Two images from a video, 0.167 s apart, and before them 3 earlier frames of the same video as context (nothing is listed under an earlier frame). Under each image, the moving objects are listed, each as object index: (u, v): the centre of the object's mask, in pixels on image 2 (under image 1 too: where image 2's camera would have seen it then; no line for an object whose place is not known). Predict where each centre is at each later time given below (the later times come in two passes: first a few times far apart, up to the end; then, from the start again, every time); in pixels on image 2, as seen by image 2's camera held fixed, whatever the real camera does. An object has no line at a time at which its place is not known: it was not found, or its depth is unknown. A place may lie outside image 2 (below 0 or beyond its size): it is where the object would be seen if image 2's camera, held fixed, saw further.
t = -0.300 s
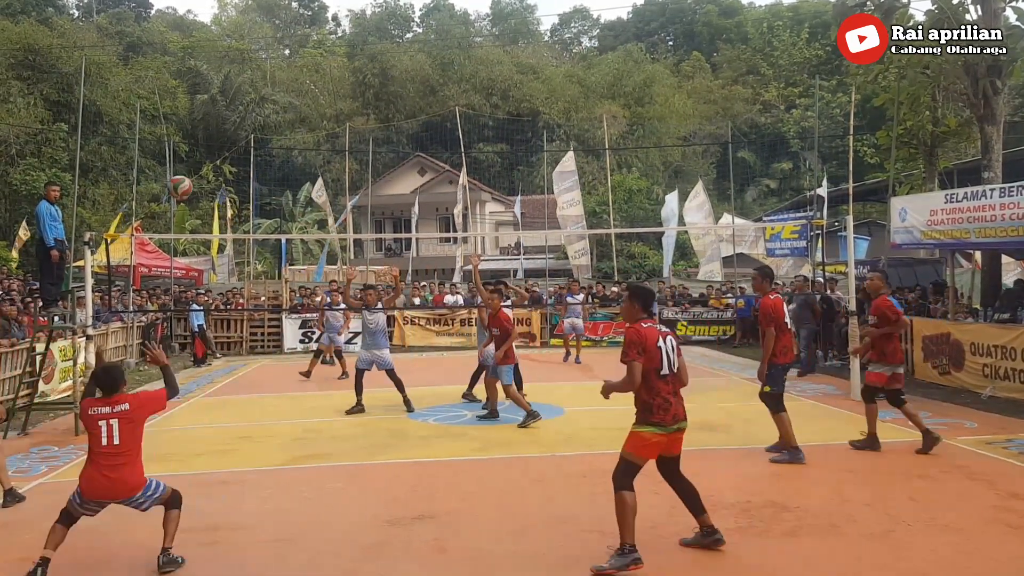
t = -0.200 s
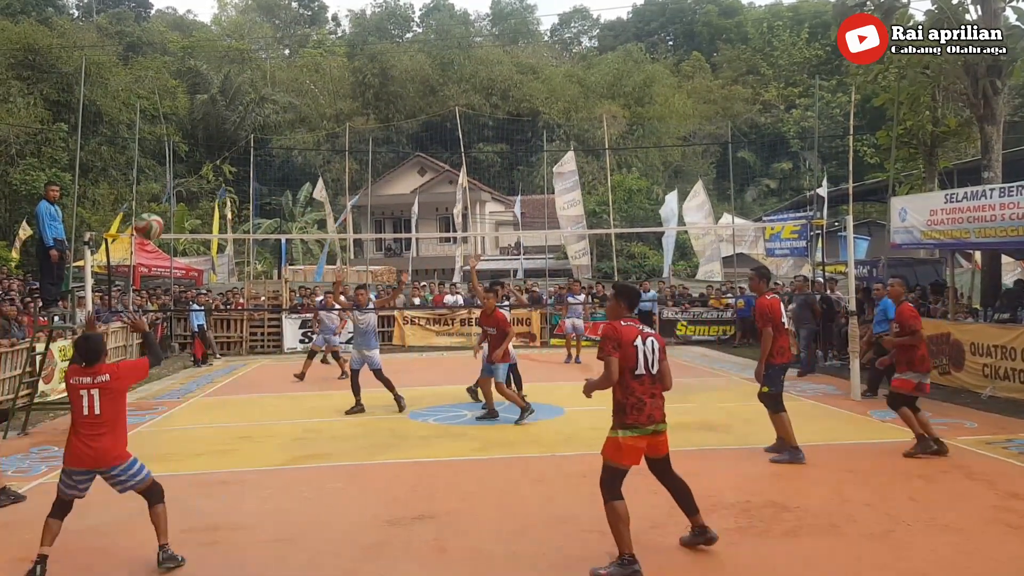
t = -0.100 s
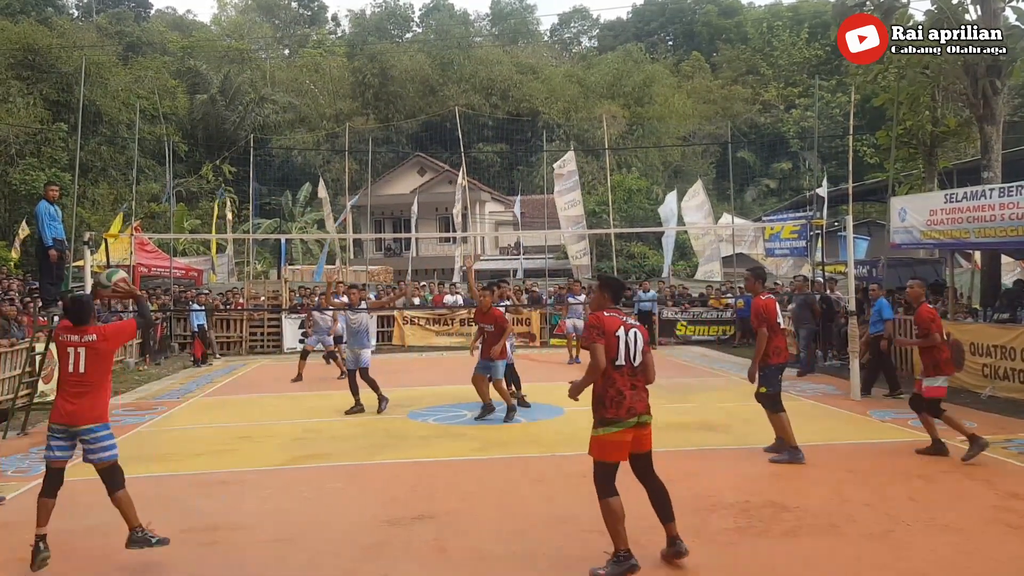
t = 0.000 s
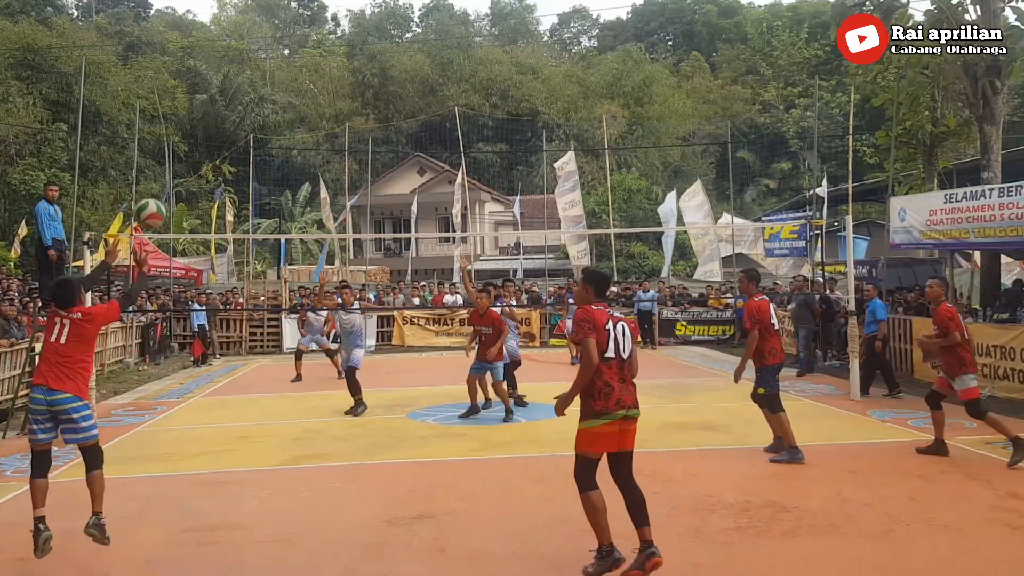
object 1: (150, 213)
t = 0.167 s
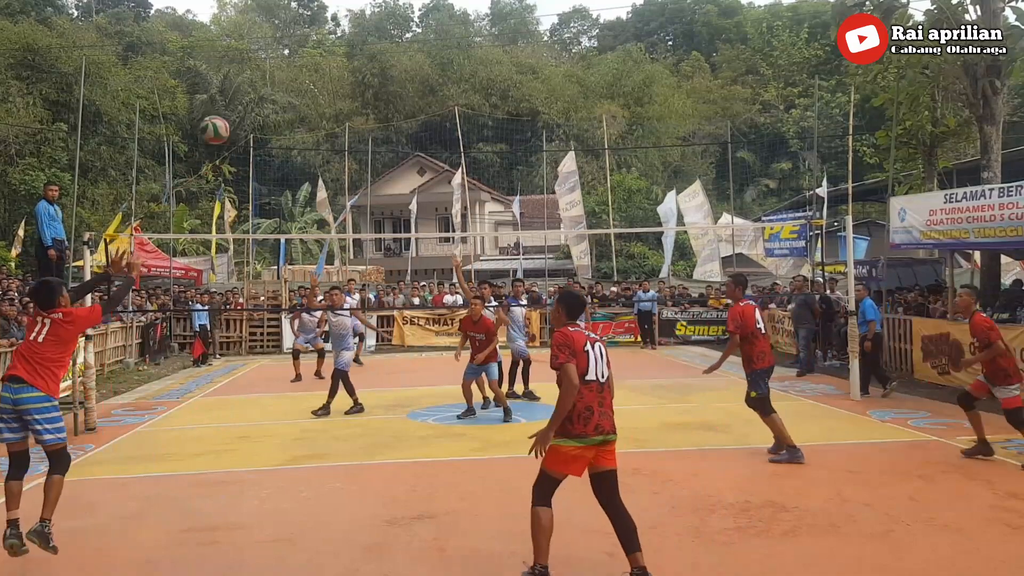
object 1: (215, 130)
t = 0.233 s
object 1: (238, 110)
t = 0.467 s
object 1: (308, 87)
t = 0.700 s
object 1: (367, 124)
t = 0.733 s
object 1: (374, 133)
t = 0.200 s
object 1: (226, 119)
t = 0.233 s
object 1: (238, 110)
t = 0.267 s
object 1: (250, 101)
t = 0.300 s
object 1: (261, 96)
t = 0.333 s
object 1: (270, 91)
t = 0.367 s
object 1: (280, 89)
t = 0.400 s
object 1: (289, 87)
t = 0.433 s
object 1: (299, 86)
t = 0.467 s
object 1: (308, 87)
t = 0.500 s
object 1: (317, 89)
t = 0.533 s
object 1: (325, 92)
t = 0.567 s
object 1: (333, 96)
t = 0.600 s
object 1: (343, 102)
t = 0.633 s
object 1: (352, 108)
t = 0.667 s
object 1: (359, 115)
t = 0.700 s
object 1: (367, 124)
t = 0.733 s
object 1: (374, 133)
